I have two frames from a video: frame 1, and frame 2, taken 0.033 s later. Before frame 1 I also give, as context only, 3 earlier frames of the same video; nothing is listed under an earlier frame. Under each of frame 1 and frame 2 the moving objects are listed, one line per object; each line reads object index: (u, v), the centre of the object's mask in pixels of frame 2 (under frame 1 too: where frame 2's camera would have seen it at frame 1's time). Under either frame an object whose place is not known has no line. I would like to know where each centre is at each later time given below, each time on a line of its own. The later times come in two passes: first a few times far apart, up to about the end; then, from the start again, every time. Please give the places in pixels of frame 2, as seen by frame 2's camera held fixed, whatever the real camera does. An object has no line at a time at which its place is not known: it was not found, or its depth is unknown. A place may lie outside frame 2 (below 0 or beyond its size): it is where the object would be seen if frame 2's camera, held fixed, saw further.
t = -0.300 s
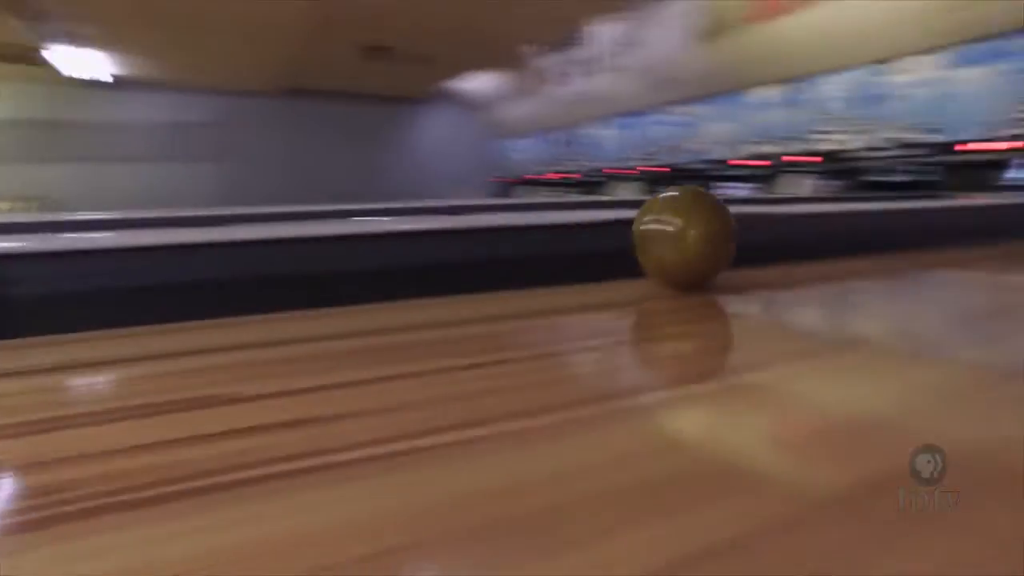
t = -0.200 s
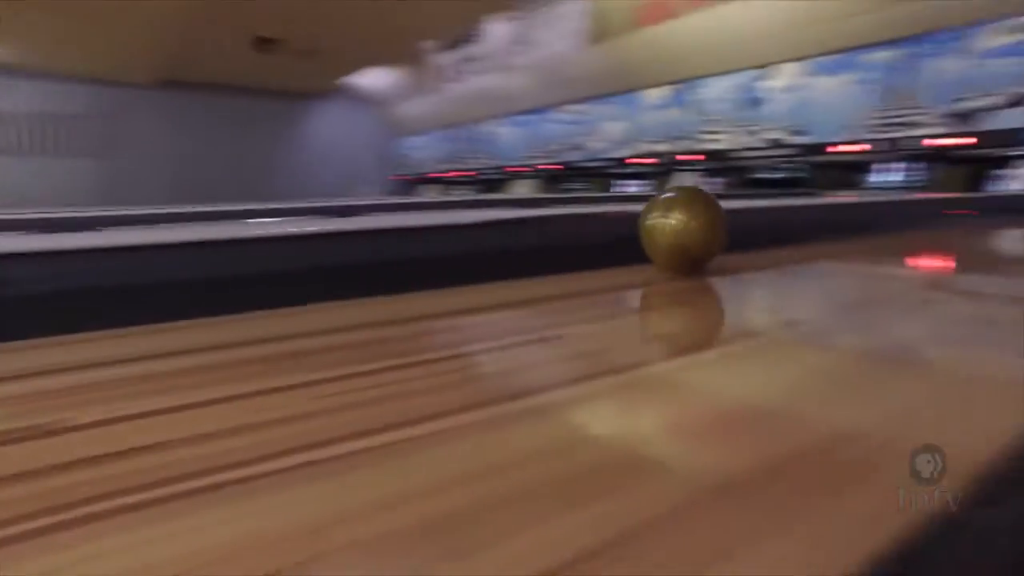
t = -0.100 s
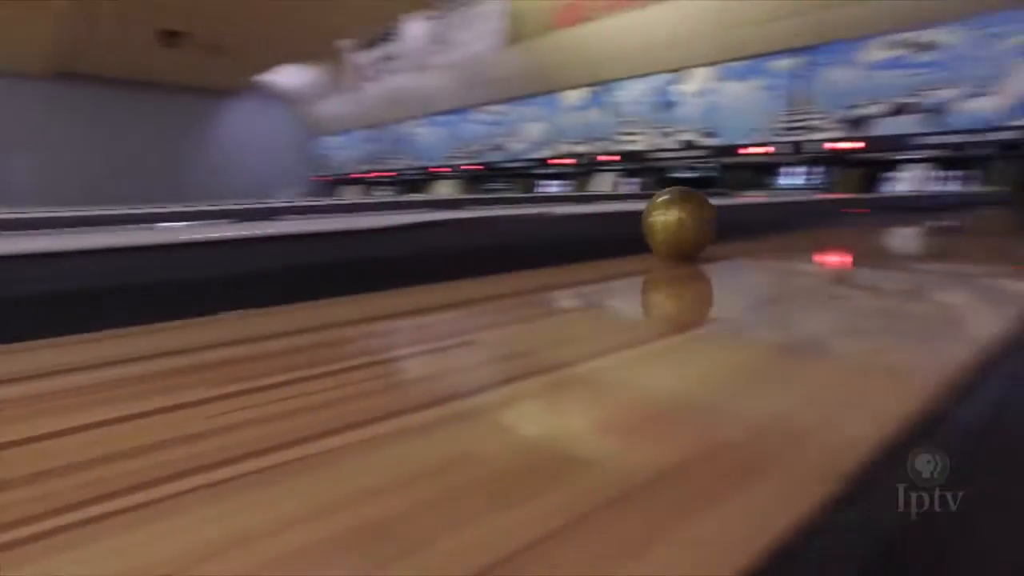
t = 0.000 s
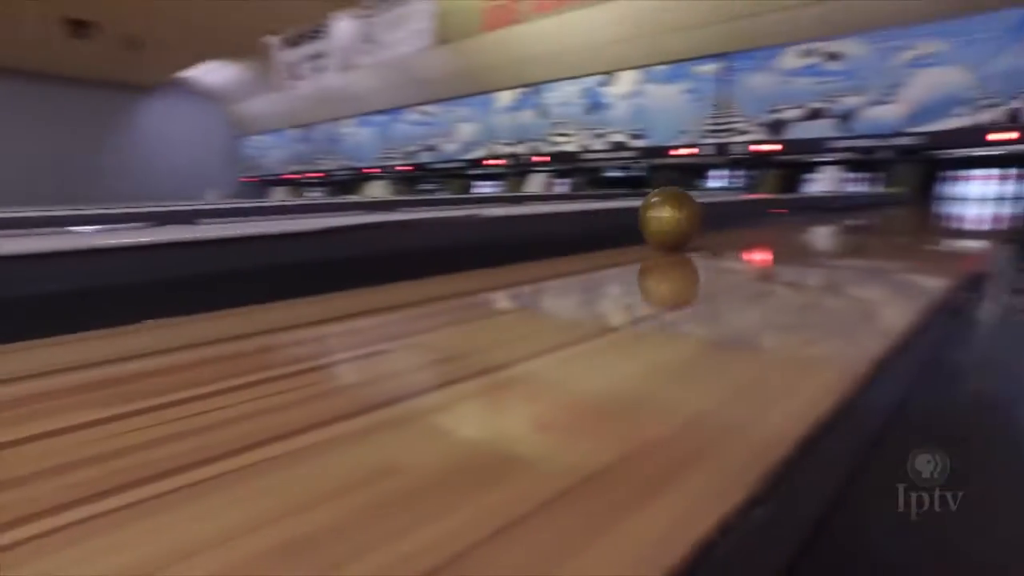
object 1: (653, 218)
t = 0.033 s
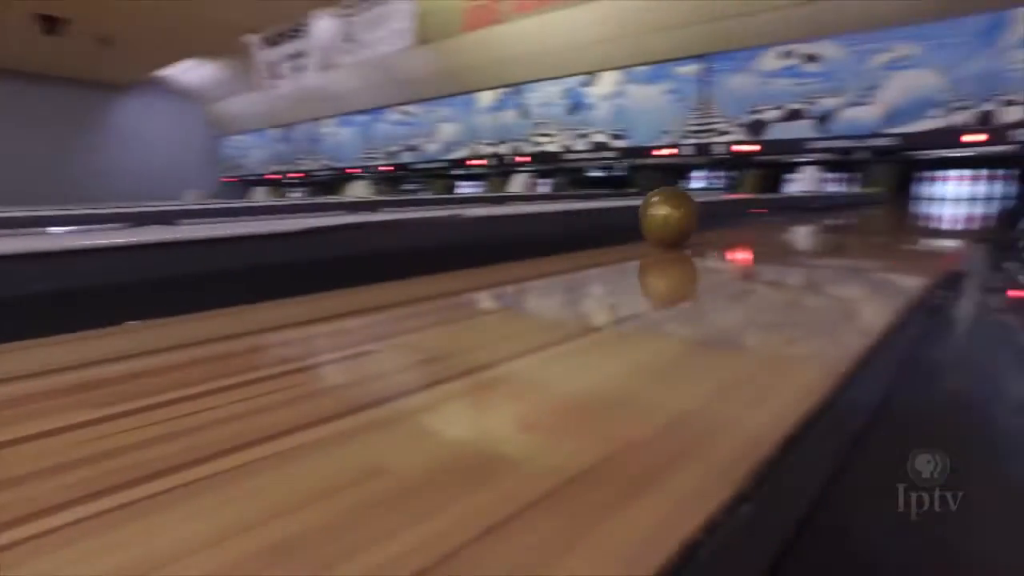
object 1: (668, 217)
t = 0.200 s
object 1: (732, 210)
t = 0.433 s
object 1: (790, 206)
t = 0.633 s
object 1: (824, 204)
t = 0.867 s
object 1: (857, 200)
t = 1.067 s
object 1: (881, 198)
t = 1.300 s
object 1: (899, 197)
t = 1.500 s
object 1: (913, 195)
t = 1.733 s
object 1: (928, 193)
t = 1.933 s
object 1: (938, 192)
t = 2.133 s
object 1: (940, 191)
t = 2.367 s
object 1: (940, 190)
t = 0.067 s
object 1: (683, 215)
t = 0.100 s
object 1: (695, 214)
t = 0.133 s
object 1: (709, 213)
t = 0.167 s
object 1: (721, 212)
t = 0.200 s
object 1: (732, 210)
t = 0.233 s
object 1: (741, 209)
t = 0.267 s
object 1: (750, 209)
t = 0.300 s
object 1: (760, 209)
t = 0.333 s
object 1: (769, 207)
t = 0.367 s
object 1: (776, 206)
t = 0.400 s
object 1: (784, 206)
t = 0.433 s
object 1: (790, 206)
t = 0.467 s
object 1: (797, 205)
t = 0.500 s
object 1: (803, 204)
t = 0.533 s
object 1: (808, 204)
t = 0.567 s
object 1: (813, 204)
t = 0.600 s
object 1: (820, 204)
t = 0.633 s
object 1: (824, 204)
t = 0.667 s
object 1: (831, 203)
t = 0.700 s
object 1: (835, 203)
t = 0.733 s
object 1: (841, 203)
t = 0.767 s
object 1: (845, 202)
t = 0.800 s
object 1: (849, 201)
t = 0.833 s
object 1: (852, 200)
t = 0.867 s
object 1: (857, 200)
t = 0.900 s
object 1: (863, 200)
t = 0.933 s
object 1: (865, 200)
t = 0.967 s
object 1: (868, 199)
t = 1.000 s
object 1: (872, 198)
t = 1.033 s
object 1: (877, 198)
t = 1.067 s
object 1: (881, 198)
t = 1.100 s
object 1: (886, 198)
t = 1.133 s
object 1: (887, 198)
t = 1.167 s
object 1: (888, 197)
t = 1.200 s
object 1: (895, 197)
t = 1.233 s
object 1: (897, 197)
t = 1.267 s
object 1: (898, 197)
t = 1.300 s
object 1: (899, 197)
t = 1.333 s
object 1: (901, 197)
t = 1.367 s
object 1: (904, 196)
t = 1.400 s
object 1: (906, 196)
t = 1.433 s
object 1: (908, 195)
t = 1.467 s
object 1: (910, 195)
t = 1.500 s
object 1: (913, 195)
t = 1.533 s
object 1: (915, 195)
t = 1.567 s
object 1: (917, 195)
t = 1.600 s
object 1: (920, 194)
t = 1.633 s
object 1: (922, 194)
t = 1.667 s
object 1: (924, 194)
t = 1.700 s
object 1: (926, 194)
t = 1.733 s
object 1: (928, 193)
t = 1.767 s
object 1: (929, 193)
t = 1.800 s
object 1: (931, 193)
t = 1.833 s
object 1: (932, 193)
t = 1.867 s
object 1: (933, 193)
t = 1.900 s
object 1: (936, 192)
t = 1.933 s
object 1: (938, 192)
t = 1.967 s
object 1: (939, 192)
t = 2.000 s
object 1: (940, 191)
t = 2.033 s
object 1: (940, 191)
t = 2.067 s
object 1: (940, 191)
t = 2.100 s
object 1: (940, 191)
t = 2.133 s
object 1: (940, 191)
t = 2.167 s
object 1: (940, 191)
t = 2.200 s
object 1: (940, 191)
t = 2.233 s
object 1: (939, 191)
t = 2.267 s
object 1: (939, 191)
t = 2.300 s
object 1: (940, 191)
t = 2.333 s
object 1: (939, 191)
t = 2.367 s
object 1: (940, 190)
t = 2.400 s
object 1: (940, 191)
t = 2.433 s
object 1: (939, 191)
